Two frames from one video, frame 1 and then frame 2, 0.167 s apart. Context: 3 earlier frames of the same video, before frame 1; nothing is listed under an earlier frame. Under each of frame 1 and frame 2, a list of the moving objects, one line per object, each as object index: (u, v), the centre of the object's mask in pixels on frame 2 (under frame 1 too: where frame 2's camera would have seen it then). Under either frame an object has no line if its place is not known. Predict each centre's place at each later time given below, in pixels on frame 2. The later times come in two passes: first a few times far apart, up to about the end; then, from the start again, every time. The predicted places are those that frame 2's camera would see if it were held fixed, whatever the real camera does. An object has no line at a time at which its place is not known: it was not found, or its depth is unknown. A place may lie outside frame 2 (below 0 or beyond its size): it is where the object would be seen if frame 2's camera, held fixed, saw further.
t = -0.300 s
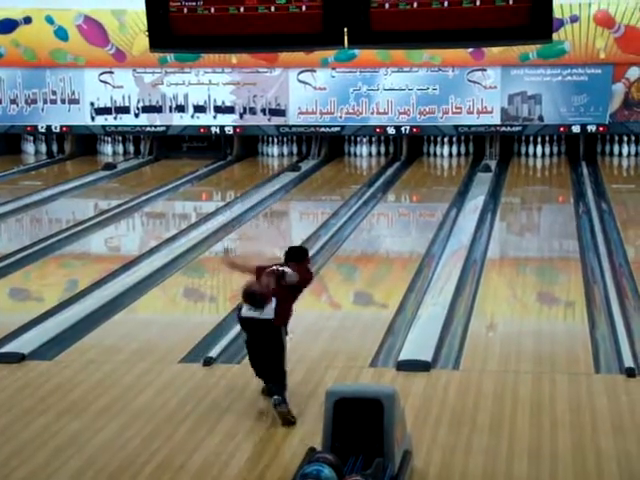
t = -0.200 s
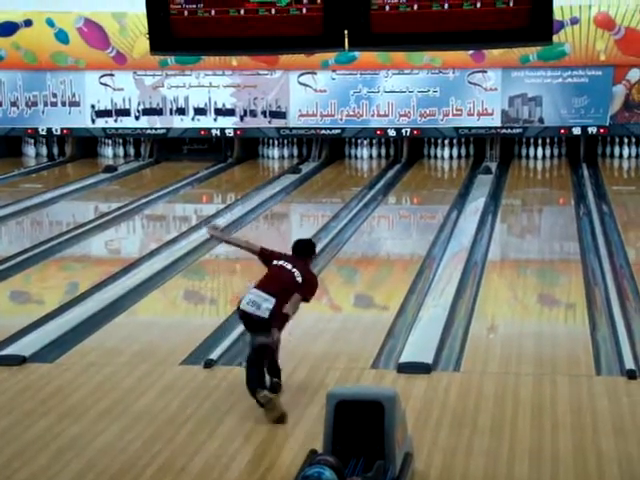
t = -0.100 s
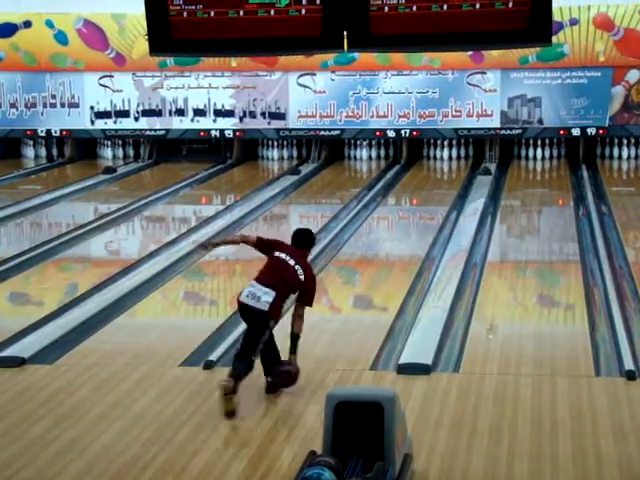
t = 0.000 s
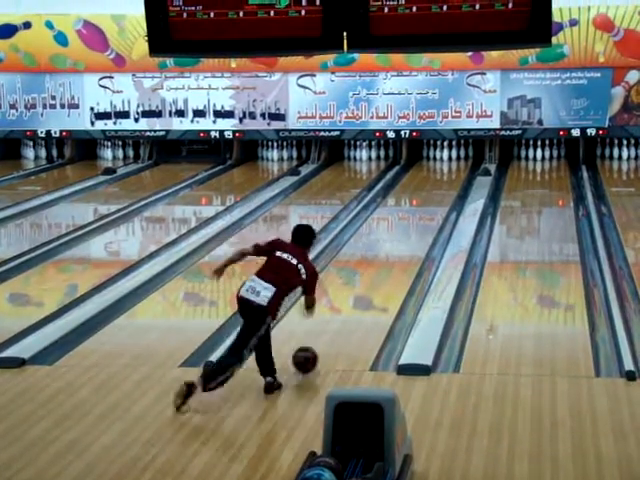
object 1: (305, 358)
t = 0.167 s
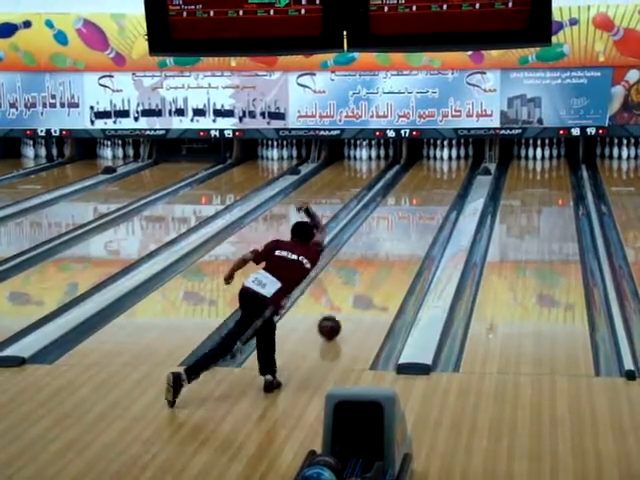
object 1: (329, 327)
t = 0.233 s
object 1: (338, 316)
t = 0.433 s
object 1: (360, 288)
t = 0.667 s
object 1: (380, 260)
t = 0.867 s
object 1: (395, 241)
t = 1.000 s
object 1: (403, 230)
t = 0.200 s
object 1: (333, 322)
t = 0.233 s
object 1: (338, 316)
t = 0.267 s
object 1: (341, 311)
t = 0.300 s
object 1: (345, 306)
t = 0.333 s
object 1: (349, 301)
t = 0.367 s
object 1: (353, 297)
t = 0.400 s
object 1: (356, 292)
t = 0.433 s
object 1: (360, 288)
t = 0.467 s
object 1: (363, 283)
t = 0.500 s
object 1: (366, 279)
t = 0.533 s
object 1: (369, 275)
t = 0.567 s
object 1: (372, 271)
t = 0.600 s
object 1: (375, 267)
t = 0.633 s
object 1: (378, 264)
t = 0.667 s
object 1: (380, 260)
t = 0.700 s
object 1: (383, 257)
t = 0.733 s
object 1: (385, 254)
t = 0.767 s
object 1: (388, 250)
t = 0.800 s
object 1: (390, 247)
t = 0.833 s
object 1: (392, 244)
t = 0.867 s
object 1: (395, 241)
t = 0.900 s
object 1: (397, 238)
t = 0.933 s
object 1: (399, 235)
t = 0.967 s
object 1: (401, 232)
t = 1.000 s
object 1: (403, 230)
